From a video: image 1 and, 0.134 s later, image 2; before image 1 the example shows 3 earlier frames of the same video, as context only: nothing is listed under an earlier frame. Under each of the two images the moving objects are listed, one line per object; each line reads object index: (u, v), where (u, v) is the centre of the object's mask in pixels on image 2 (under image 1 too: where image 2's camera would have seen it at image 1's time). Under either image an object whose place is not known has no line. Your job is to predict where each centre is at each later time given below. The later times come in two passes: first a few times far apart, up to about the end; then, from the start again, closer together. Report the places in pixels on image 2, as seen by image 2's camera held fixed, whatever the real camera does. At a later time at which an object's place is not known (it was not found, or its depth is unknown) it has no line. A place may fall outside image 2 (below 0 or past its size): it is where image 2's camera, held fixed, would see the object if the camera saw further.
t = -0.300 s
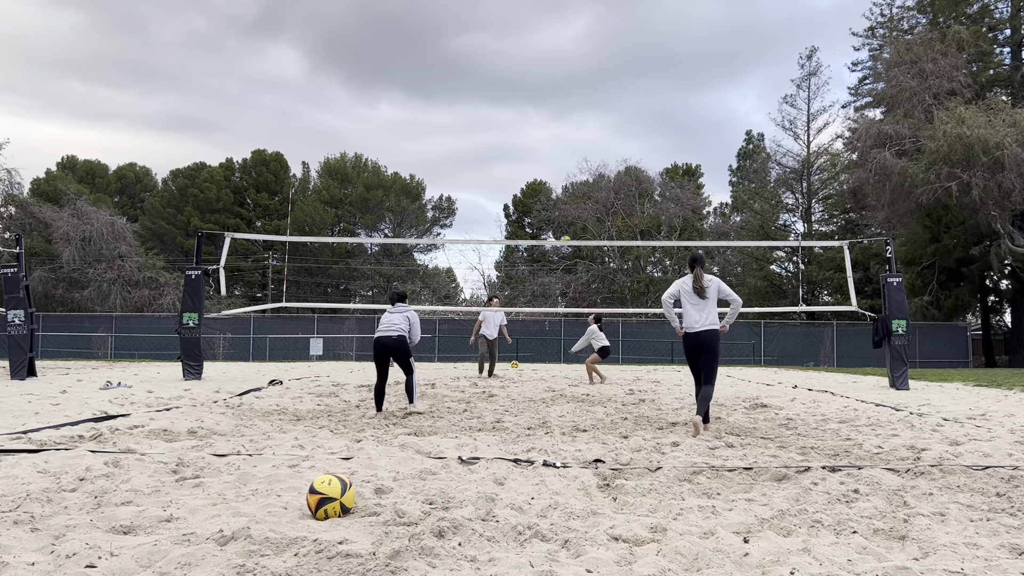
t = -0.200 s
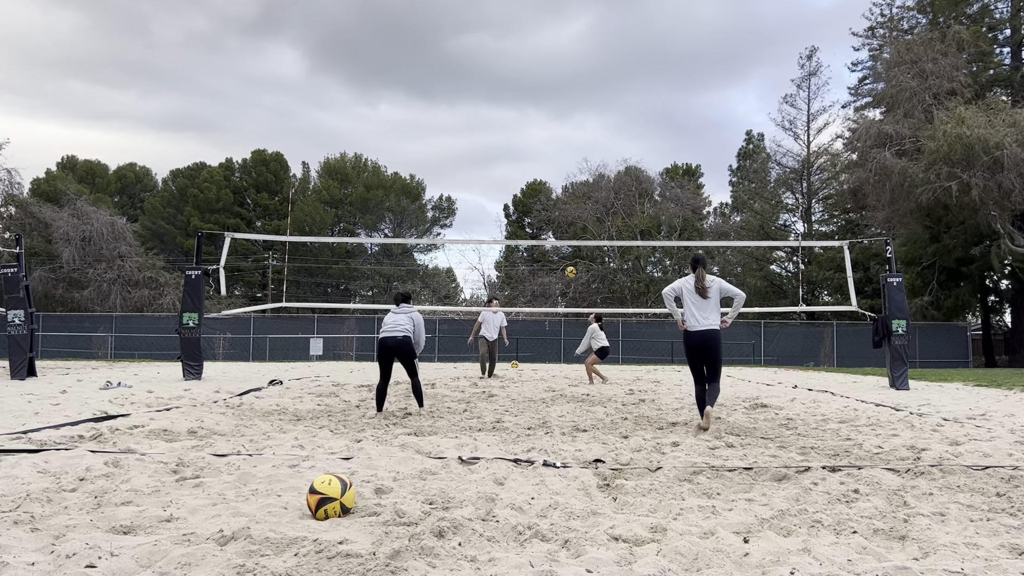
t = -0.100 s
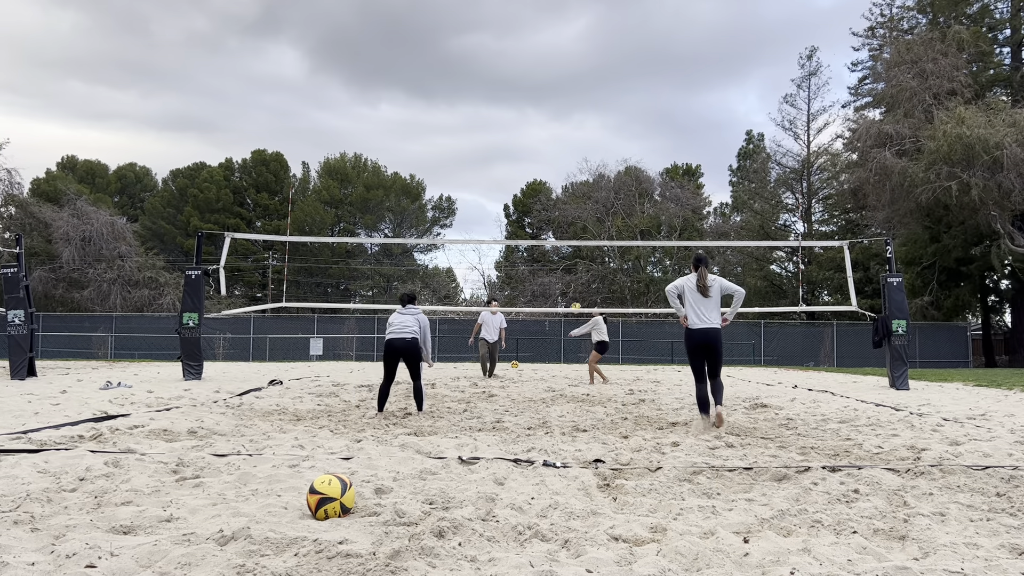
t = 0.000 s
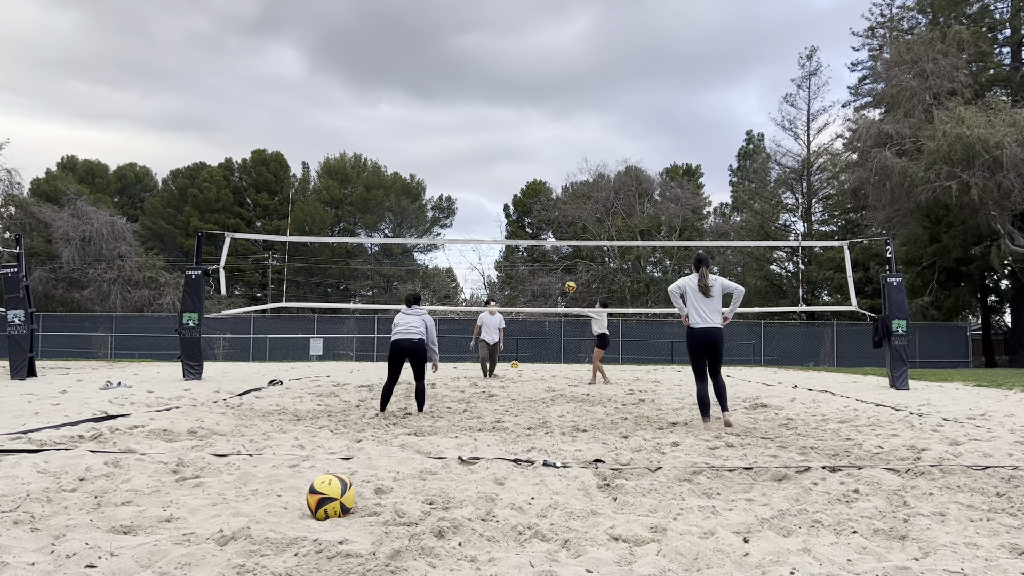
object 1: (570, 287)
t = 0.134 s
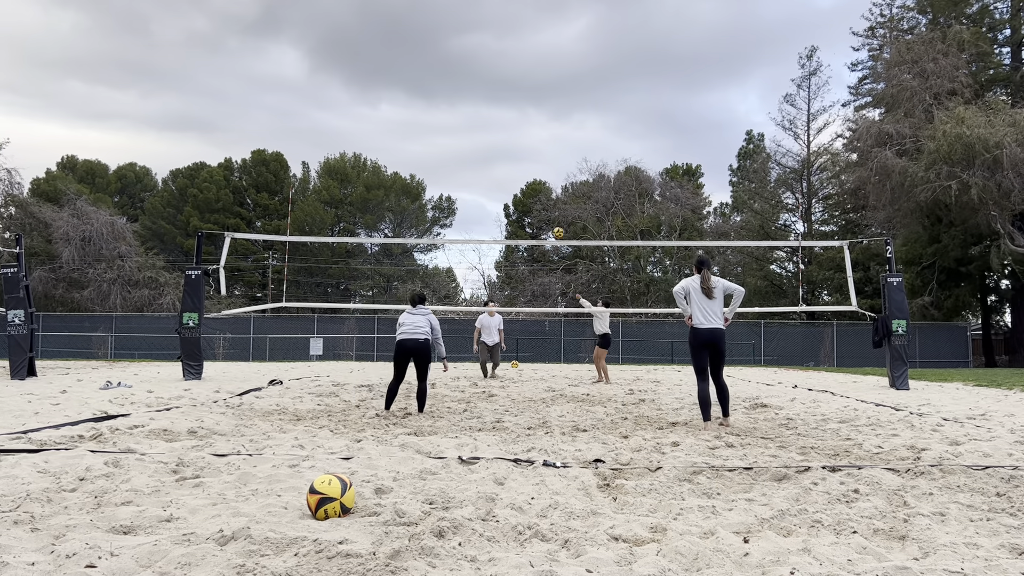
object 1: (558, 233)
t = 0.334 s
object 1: (540, 171)
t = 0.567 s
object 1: (520, 126)
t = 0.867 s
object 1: (494, 110)
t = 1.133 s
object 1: (471, 133)
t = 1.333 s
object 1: (456, 172)
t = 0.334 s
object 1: (540, 171)
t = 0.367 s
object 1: (537, 163)
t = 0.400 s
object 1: (534, 155)
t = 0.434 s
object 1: (532, 148)
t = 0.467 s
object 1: (529, 142)
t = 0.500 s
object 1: (526, 136)
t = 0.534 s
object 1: (523, 131)
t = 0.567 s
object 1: (520, 126)
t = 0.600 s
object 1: (517, 122)
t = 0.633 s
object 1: (514, 119)
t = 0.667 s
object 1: (511, 116)
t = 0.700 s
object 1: (508, 114)
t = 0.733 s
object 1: (505, 112)
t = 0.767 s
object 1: (502, 111)
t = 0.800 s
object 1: (499, 110)
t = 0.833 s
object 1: (497, 110)
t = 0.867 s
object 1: (494, 110)
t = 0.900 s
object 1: (491, 111)
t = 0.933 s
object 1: (488, 113)
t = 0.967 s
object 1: (485, 115)
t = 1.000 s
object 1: (483, 117)
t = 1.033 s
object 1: (480, 120)
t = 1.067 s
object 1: (477, 124)
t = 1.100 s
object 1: (474, 128)
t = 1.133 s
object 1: (471, 133)
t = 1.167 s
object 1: (468, 138)
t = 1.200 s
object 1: (466, 144)
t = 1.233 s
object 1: (463, 150)
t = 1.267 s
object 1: (461, 157)
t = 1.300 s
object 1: (458, 164)
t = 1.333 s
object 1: (456, 172)
